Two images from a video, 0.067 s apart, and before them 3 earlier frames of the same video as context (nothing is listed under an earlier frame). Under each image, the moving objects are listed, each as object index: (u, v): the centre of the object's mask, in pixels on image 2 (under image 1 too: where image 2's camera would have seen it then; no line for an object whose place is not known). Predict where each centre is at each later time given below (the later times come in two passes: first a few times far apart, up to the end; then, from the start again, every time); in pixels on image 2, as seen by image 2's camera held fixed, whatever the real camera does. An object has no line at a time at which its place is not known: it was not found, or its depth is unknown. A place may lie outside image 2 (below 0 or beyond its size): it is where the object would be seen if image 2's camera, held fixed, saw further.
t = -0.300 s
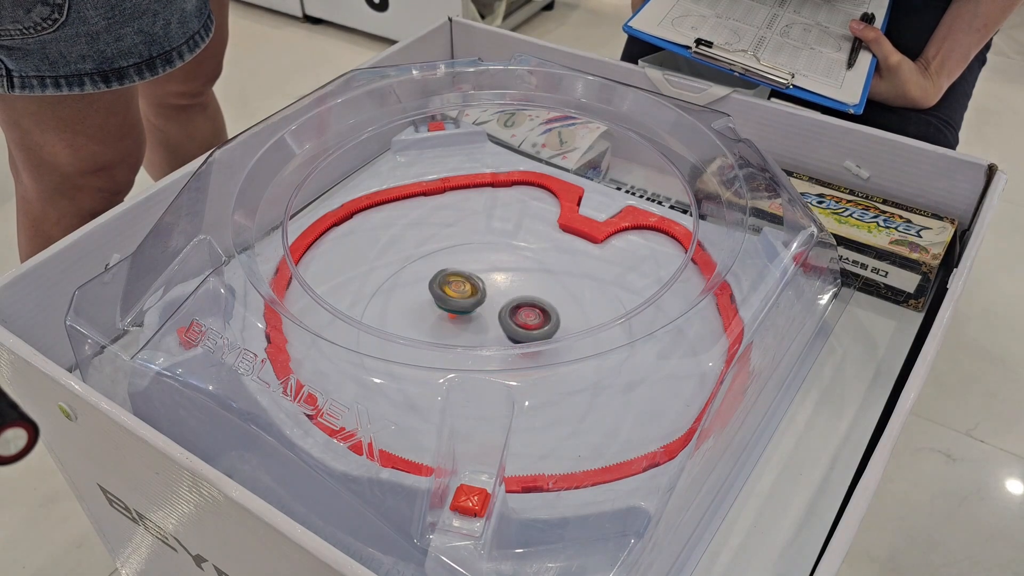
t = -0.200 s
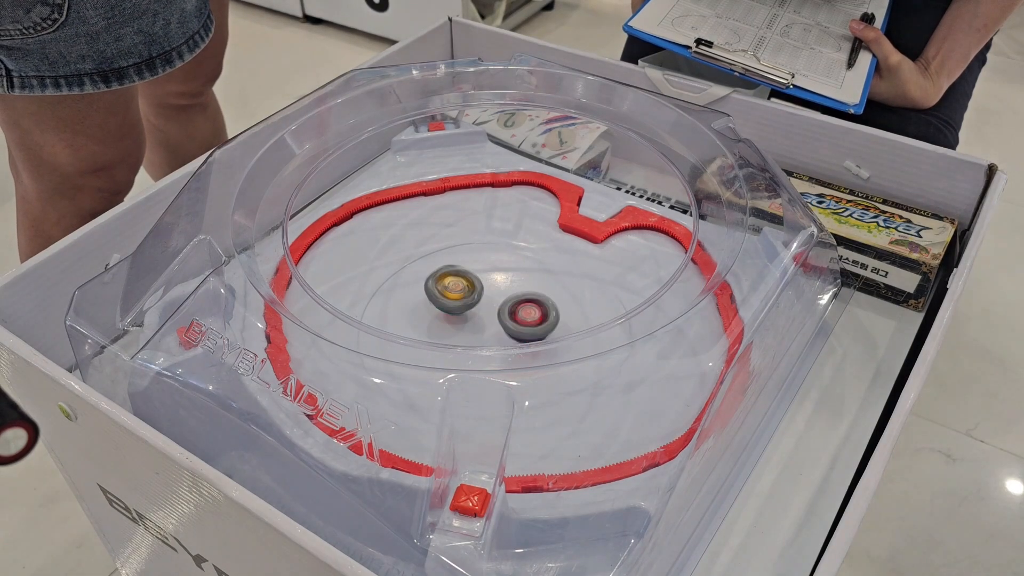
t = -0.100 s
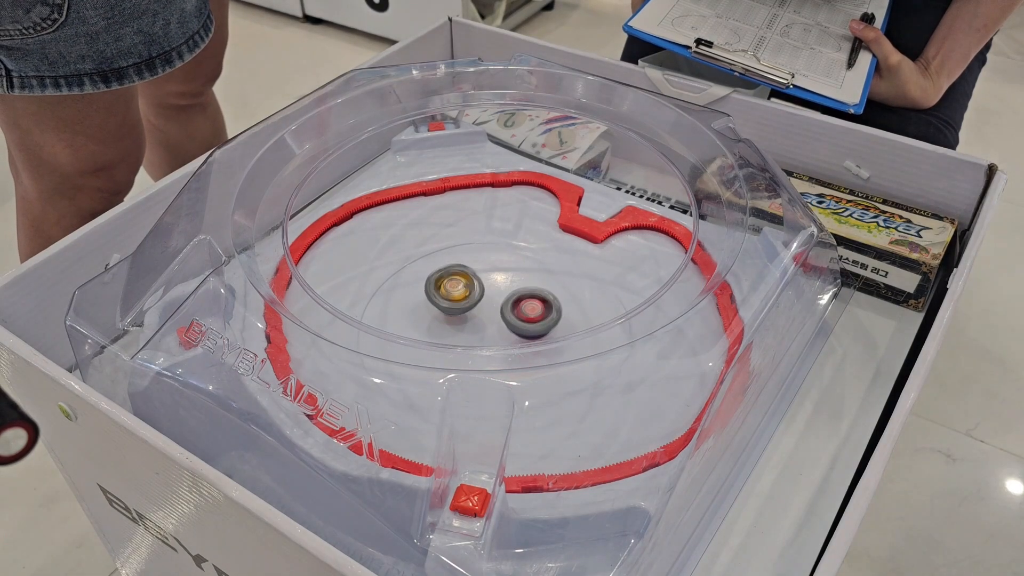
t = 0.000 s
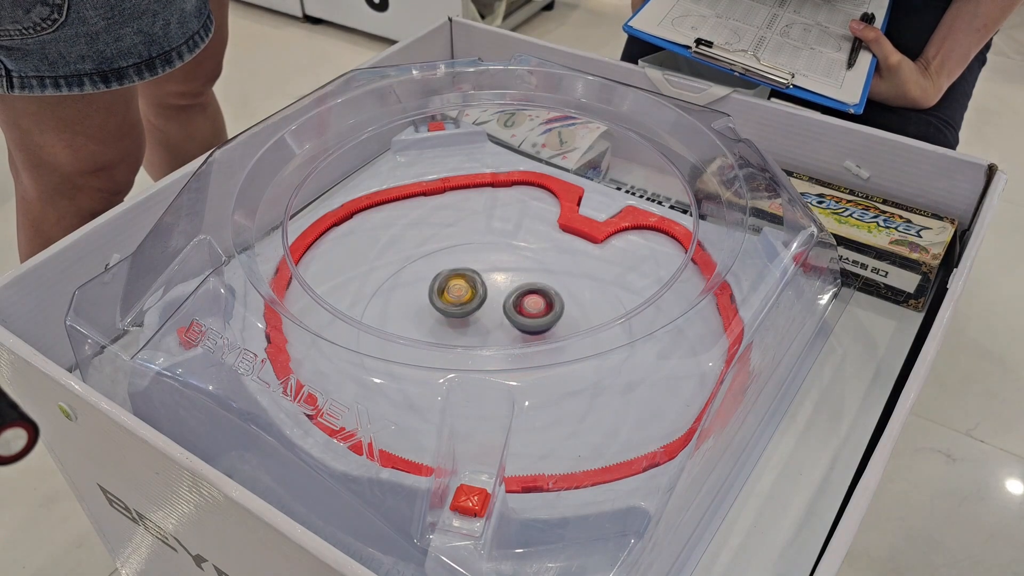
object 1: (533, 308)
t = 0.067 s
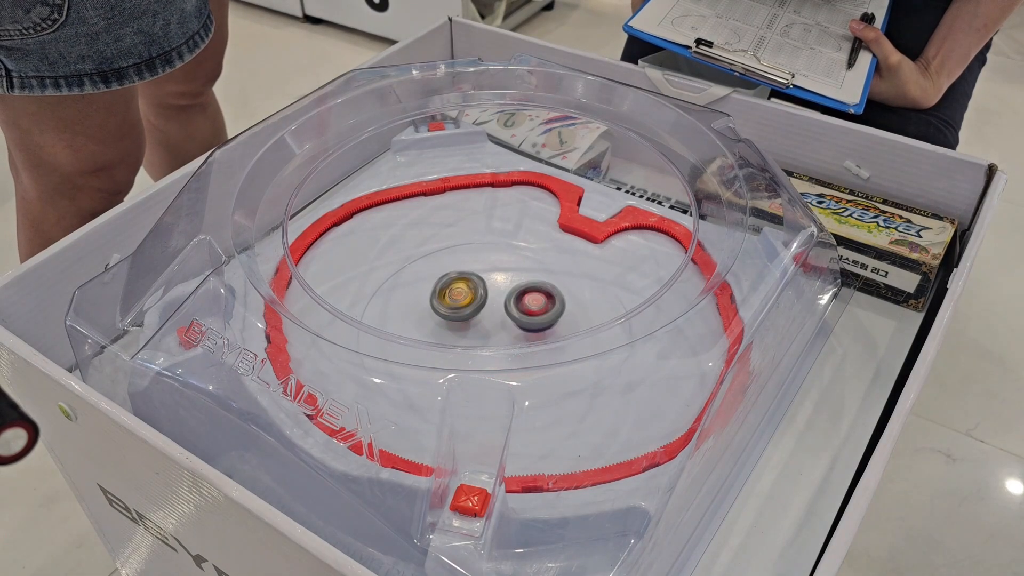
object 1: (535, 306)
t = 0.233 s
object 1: (534, 302)
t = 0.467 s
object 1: (528, 301)
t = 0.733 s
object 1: (513, 300)
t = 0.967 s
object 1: (527, 291)
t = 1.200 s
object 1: (532, 290)
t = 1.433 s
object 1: (524, 300)
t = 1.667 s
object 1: (504, 305)
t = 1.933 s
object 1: (497, 289)
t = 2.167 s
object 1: (500, 280)
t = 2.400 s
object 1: (505, 284)
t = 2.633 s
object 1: (499, 298)
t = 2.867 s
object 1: (483, 300)
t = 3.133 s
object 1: (471, 296)
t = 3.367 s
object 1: (472, 294)
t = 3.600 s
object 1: (479, 301)
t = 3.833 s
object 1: (454, 282)
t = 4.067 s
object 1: (443, 266)
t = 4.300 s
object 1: (456, 277)
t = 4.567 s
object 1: (521, 216)
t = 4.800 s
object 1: (522, 244)
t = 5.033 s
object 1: (488, 285)
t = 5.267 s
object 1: (476, 281)
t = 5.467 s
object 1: (482, 284)
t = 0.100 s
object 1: (535, 305)
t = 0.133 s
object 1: (535, 304)
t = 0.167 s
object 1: (535, 303)
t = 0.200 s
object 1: (535, 303)
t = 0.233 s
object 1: (534, 302)
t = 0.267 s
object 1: (534, 302)
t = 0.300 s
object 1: (533, 302)
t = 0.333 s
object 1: (533, 301)
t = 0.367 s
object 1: (532, 301)
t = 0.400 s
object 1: (531, 301)
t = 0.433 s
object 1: (529, 301)
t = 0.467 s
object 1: (528, 301)
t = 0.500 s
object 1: (527, 301)
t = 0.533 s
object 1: (525, 301)
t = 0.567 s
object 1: (523, 301)
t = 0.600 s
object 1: (521, 301)
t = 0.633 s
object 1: (519, 301)
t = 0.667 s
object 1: (517, 300)
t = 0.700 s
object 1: (515, 300)
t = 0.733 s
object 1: (513, 300)
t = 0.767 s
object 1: (511, 299)
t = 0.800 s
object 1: (514, 298)
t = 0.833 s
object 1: (513, 298)
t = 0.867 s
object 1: (511, 297)
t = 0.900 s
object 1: (522, 293)
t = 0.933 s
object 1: (527, 291)
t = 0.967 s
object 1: (527, 291)
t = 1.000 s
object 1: (527, 291)
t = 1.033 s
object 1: (528, 289)
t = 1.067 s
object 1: (530, 289)
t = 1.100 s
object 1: (530, 289)
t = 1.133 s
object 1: (531, 290)
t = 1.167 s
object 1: (532, 290)
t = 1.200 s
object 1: (532, 290)
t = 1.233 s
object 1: (532, 292)
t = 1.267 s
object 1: (532, 292)
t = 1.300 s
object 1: (531, 294)
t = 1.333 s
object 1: (531, 295)
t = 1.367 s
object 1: (529, 297)
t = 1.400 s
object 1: (527, 299)
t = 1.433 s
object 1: (524, 300)
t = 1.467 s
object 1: (522, 301)
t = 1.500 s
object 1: (520, 302)
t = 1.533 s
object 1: (517, 304)
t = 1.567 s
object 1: (514, 304)
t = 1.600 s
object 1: (511, 305)
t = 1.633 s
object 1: (508, 305)
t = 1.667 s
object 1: (504, 305)
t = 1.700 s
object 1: (501, 304)
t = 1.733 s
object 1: (498, 304)
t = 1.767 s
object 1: (495, 303)
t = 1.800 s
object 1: (493, 301)
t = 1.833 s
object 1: (492, 298)
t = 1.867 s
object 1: (494, 294)
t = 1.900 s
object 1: (496, 291)
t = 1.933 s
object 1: (497, 289)
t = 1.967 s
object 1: (497, 287)
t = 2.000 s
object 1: (496, 285)
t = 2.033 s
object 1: (497, 284)
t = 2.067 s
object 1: (497, 283)
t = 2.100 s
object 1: (498, 281)
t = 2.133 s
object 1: (499, 281)
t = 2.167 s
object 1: (500, 280)
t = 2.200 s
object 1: (501, 280)
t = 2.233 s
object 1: (502, 280)
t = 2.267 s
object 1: (502, 280)
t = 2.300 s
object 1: (503, 281)
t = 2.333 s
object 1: (504, 282)
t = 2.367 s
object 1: (505, 283)
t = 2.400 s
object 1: (505, 284)
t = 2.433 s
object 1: (505, 286)
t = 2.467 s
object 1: (505, 288)
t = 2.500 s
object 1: (505, 290)
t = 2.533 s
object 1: (503, 293)
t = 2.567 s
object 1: (502, 294)
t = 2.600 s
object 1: (501, 296)
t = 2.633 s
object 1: (499, 298)
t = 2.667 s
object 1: (497, 297)
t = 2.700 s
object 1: (496, 297)
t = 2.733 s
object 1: (494, 298)
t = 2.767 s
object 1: (491, 299)
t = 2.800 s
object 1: (488, 299)
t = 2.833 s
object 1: (485, 299)
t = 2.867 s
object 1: (483, 300)
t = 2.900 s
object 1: (481, 300)
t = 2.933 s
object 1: (479, 299)
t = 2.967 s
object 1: (477, 300)
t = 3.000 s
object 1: (476, 299)
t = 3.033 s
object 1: (474, 298)
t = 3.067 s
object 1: (473, 297)
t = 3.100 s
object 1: (472, 297)
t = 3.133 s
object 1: (471, 296)
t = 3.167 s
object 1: (471, 295)
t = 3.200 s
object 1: (471, 295)
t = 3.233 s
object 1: (470, 294)
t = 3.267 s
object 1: (471, 294)
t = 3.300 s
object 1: (471, 294)
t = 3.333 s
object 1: (471, 294)
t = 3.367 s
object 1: (472, 294)
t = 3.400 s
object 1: (473, 294)
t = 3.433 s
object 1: (474, 295)
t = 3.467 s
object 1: (475, 296)
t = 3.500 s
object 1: (476, 297)
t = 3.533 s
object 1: (477, 298)
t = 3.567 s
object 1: (478, 300)
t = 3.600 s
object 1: (479, 301)
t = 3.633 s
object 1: (480, 302)
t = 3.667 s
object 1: (480, 304)
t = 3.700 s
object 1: (479, 304)
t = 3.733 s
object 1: (480, 305)
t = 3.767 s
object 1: (474, 301)
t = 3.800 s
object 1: (463, 290)
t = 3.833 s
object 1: (454, 282)
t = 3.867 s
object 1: (449, 276)
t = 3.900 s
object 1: (446, 273)
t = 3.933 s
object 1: (444, 270)
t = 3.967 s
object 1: (443, 269)
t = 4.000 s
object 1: (442, 267)
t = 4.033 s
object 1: (442, 267)
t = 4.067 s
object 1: (443, 266)
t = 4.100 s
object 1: (443, 266)
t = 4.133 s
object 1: (444, 267)
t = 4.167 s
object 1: (445, 268)
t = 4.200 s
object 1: (447, 270)
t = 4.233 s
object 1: (450, 272)
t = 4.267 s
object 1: (453, 275)
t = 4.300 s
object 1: (456, 277)
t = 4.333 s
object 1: (464, 256)
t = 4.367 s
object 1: (474, 239)
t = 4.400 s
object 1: (483, 226)
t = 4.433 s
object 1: (494, 218)
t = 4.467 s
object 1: (504, 214)
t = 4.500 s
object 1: (512, 213)
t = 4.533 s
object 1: (517, 214)
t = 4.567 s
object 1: (521, 216)
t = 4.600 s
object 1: (523, 218)
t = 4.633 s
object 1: (524, 221)
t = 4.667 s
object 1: (525, 223)
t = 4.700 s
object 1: (525, 227)
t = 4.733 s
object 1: (525, 231)
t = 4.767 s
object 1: (524, 236)
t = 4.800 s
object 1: (522, 244)
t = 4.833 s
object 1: (519, 251)
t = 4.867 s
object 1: (514, 259)
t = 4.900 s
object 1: (509, 266)
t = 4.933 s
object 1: (503, 273)
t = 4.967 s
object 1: (497, 278)
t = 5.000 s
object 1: (492, 282)
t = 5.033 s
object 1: (488, 285)
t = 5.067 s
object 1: (484, 287)
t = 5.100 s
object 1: (481, 287)
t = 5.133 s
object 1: (479, 287)
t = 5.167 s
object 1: (478, 285)
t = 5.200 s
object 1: (477, 284)
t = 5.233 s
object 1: (477, 282)
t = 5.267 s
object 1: (476, 281)
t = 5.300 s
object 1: (477, 280)
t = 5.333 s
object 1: (478, 279)
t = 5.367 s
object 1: (479, 280)
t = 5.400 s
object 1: (479, 281)
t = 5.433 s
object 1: (480, 282)
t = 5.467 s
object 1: (482, 284)
